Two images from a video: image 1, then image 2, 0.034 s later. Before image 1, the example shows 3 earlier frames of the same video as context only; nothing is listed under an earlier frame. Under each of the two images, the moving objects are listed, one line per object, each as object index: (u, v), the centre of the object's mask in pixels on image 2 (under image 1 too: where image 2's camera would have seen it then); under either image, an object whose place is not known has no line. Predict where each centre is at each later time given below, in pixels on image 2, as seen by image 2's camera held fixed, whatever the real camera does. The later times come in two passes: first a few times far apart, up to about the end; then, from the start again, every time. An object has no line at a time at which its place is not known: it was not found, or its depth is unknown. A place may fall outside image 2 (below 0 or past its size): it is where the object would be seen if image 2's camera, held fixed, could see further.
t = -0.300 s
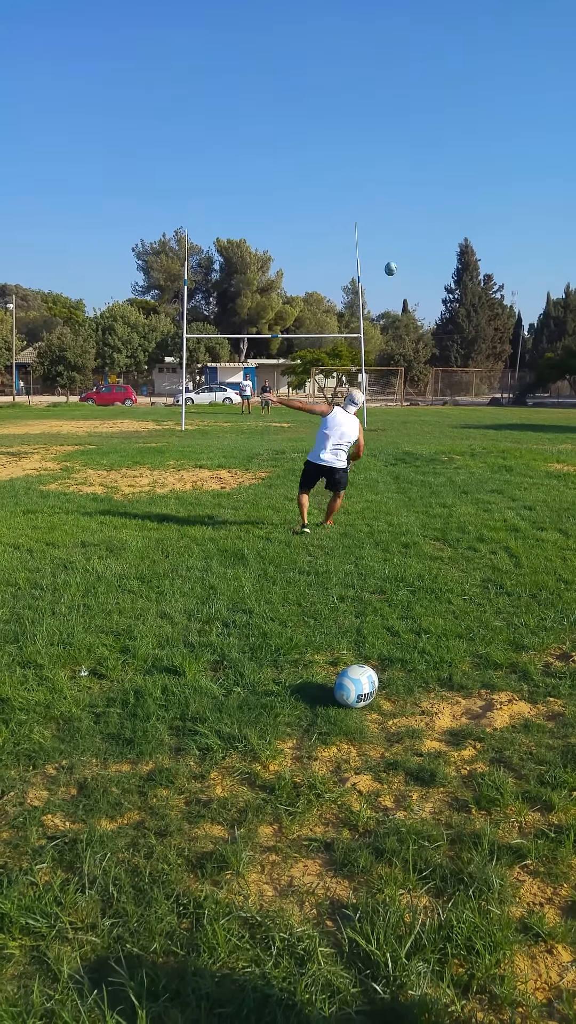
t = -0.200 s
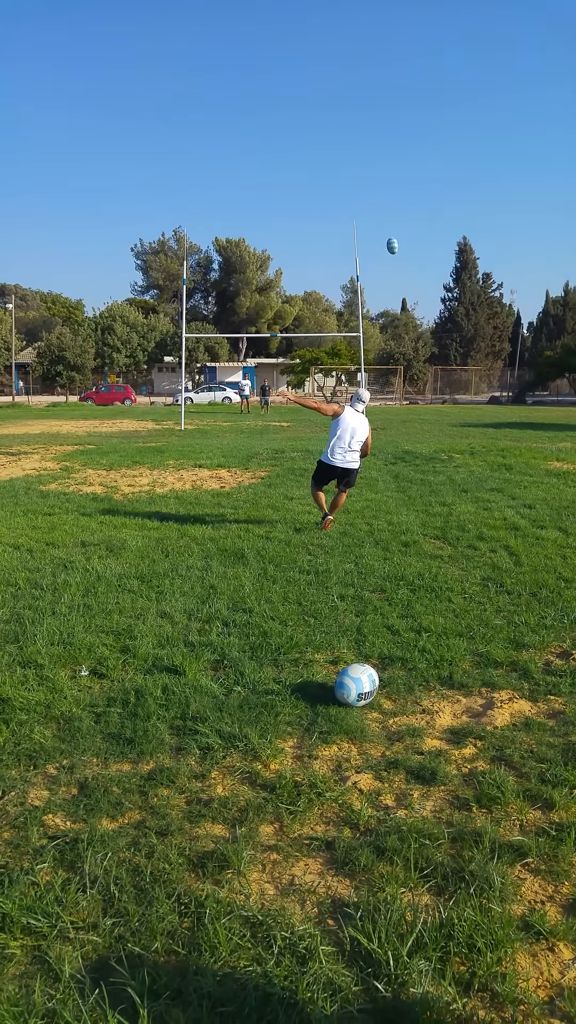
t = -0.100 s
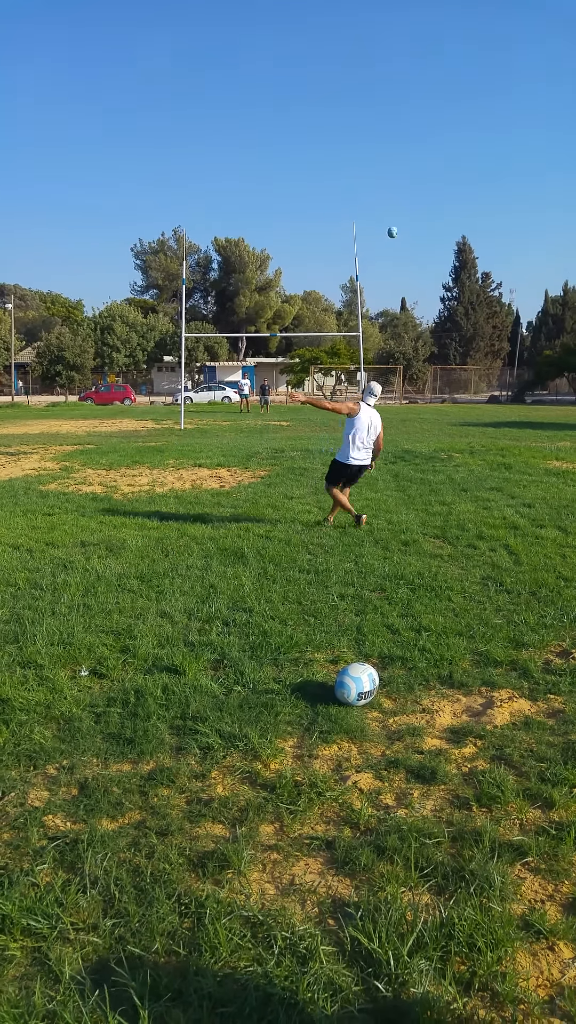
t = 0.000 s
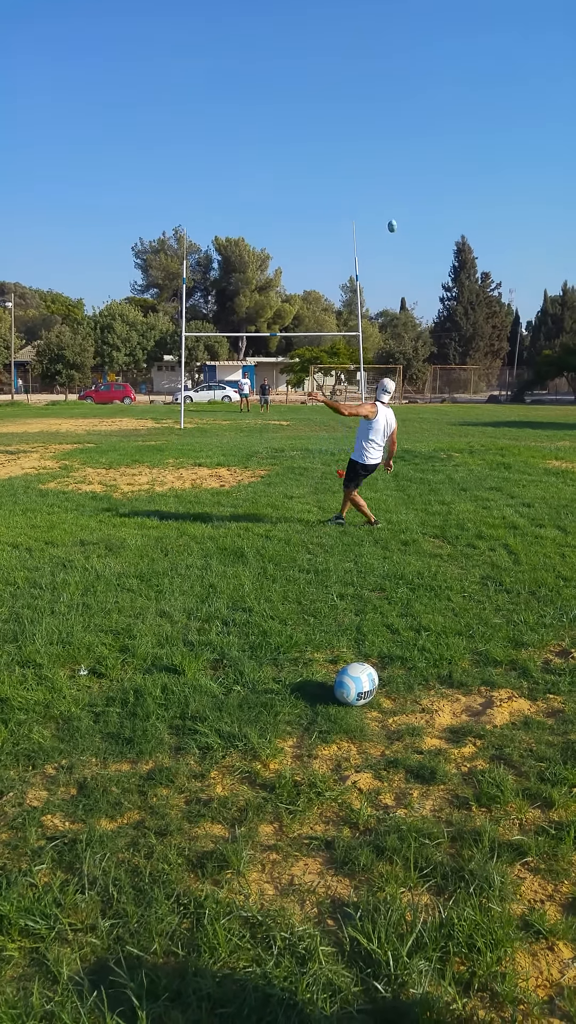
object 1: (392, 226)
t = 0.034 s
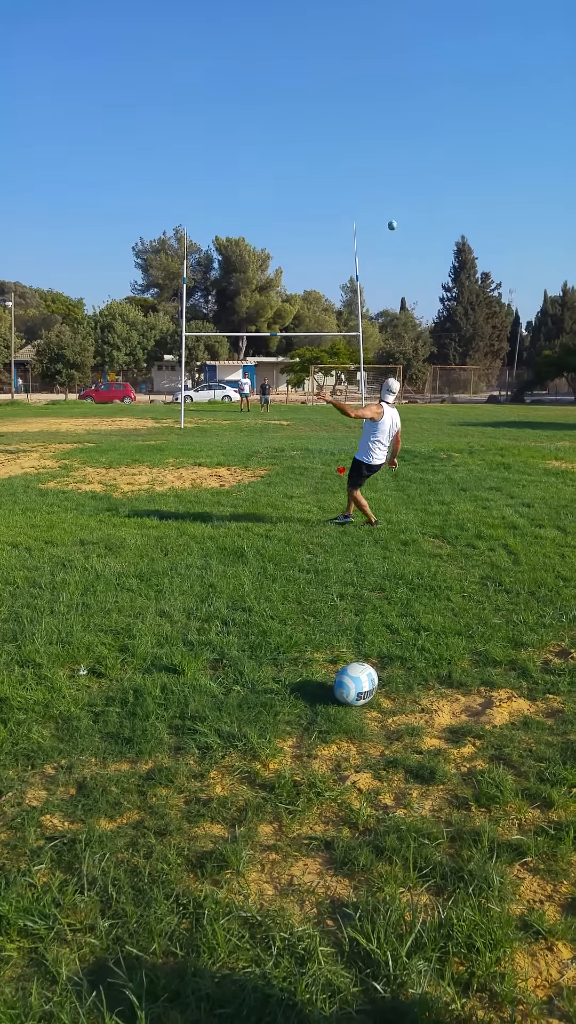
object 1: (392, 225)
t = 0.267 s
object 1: (389, 234)
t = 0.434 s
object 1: (385, 249)
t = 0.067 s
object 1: (392, 225)
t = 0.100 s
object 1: (391, 226)
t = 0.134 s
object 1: (391, 226)
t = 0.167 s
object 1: (390, 228)
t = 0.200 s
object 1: (390, 229)
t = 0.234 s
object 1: (389, 232)
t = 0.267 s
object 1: (389, 234)
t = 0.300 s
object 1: (388, 236)
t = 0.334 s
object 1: (387, 239)
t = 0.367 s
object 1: (386, 242)
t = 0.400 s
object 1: (386, 245)
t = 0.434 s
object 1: (385, 249)
